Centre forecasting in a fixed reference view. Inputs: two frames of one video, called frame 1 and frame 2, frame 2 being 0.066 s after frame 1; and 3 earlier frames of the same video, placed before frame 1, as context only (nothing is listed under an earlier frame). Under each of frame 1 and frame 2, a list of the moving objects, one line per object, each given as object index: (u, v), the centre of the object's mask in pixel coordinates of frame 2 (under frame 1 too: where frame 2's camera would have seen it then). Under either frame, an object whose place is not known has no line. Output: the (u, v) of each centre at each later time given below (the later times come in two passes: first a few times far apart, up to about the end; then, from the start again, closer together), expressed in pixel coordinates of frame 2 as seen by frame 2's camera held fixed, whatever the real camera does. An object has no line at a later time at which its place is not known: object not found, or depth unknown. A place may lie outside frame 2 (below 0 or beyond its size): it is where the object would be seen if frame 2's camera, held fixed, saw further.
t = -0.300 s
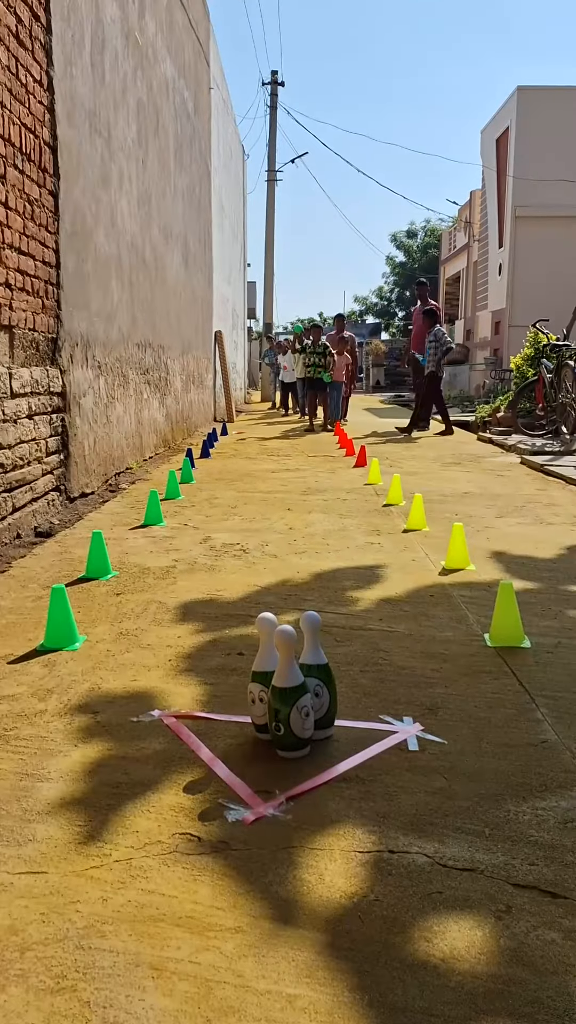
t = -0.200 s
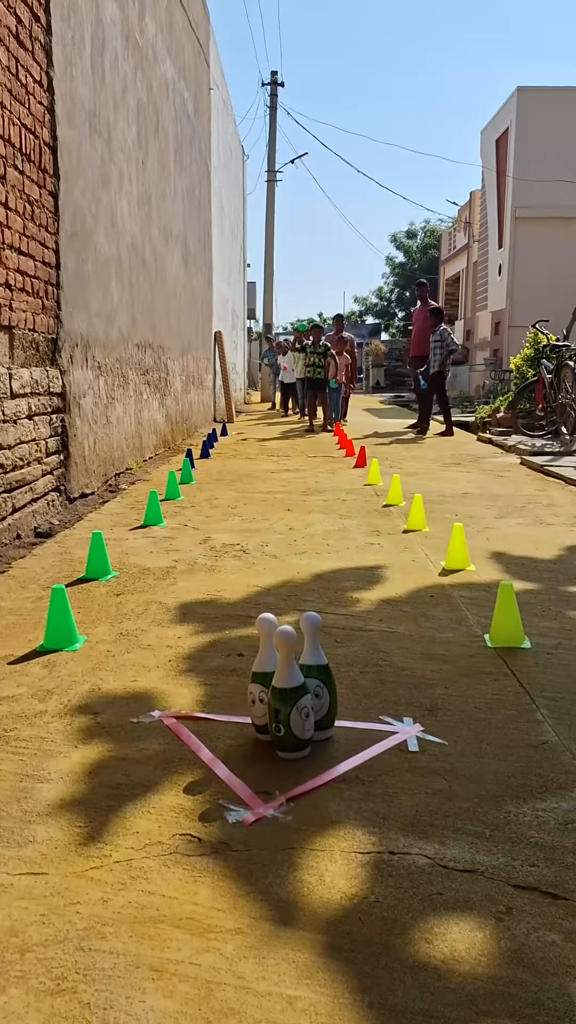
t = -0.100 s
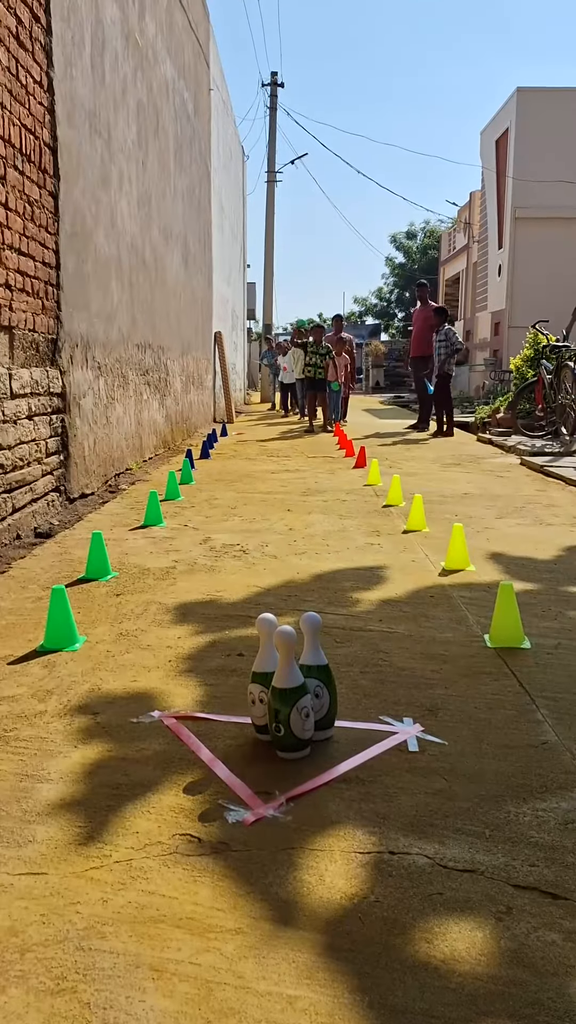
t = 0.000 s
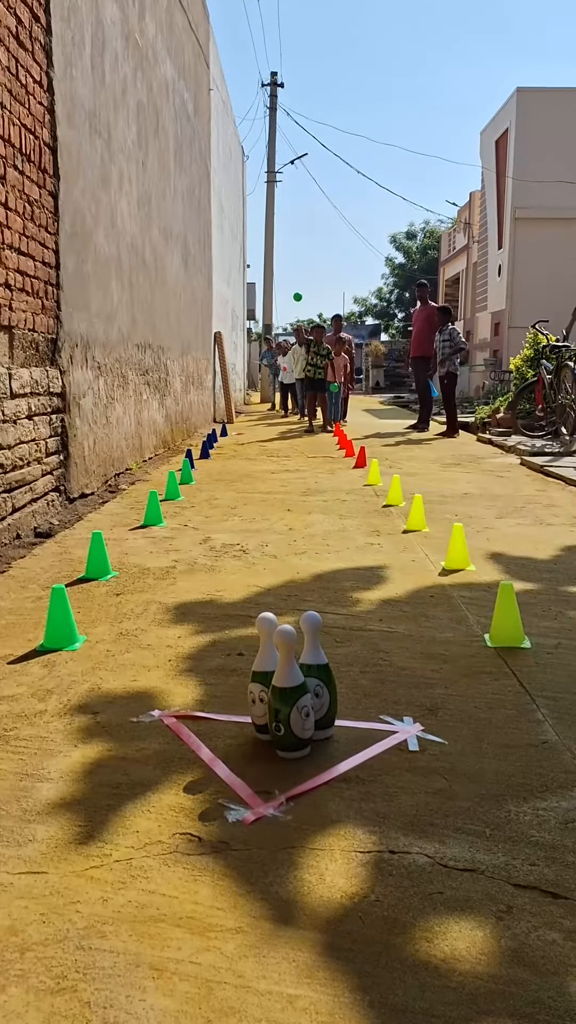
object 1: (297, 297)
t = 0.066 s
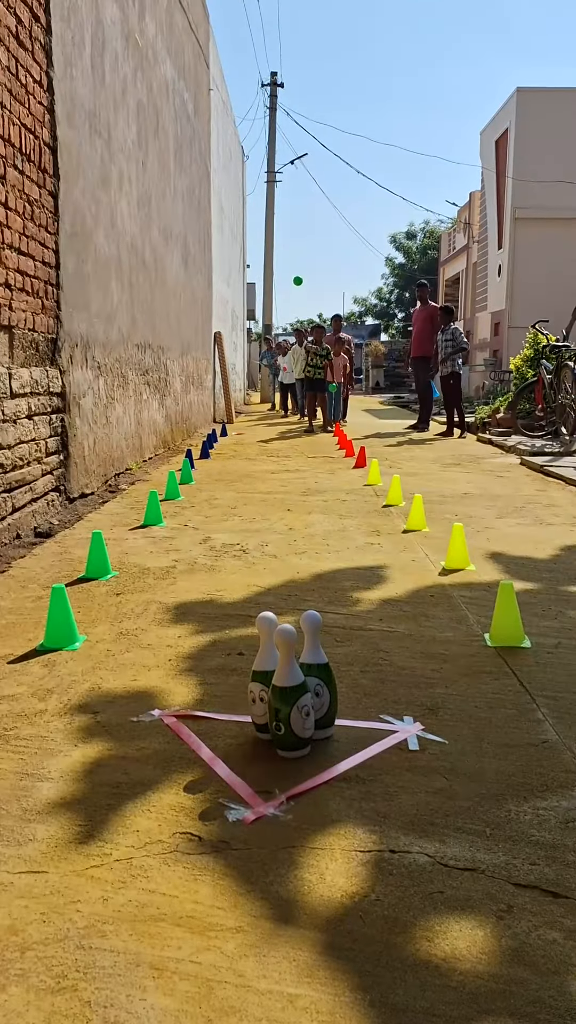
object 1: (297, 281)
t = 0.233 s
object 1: (301, 254)
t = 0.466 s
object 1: (312, 268)
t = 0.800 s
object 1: (354, 501)
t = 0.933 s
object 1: (354, 427)
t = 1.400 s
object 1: (300, 340)
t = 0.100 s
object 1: (298, 274)
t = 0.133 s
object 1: (298, 268)
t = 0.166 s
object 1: (299, 263)
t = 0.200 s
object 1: (300, 258)
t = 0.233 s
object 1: (301, 254)
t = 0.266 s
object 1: (302, 252)
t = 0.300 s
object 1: (303, 251)
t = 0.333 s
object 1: (304, 251)
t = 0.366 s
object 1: (306, 253)
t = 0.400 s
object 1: (308, 256)
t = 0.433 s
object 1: (310, 261)
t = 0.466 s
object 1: (312, 268)
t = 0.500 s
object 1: (315, 277)
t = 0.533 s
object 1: (317, 289)
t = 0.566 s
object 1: (321, 303)
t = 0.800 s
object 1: (354, 501)
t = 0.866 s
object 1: (356, 480)
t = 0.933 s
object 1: (354, 427)
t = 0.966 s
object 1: (352, 404)
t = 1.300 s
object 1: (321, 290)
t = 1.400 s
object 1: (300, 340)
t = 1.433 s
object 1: (292, 373)
